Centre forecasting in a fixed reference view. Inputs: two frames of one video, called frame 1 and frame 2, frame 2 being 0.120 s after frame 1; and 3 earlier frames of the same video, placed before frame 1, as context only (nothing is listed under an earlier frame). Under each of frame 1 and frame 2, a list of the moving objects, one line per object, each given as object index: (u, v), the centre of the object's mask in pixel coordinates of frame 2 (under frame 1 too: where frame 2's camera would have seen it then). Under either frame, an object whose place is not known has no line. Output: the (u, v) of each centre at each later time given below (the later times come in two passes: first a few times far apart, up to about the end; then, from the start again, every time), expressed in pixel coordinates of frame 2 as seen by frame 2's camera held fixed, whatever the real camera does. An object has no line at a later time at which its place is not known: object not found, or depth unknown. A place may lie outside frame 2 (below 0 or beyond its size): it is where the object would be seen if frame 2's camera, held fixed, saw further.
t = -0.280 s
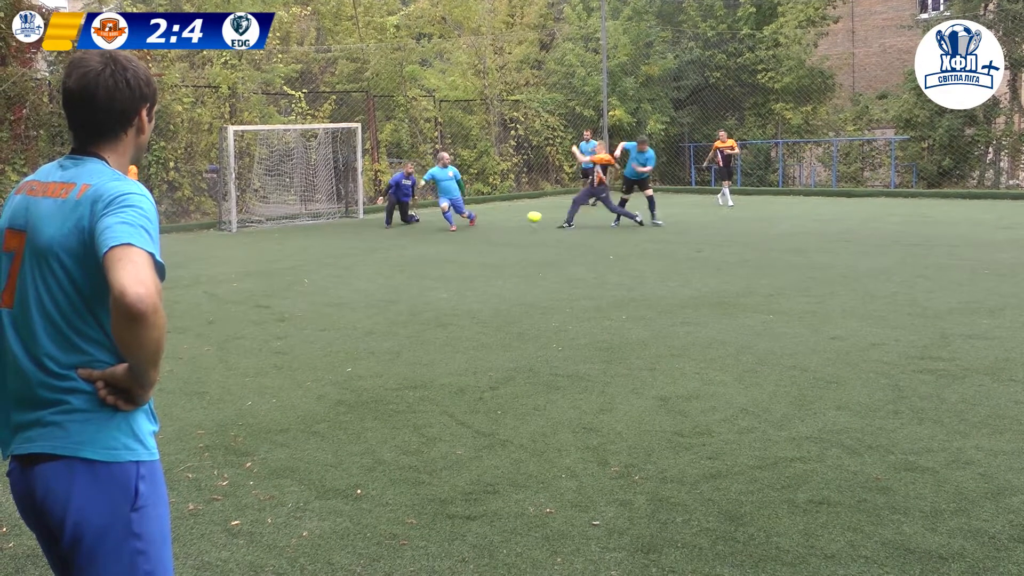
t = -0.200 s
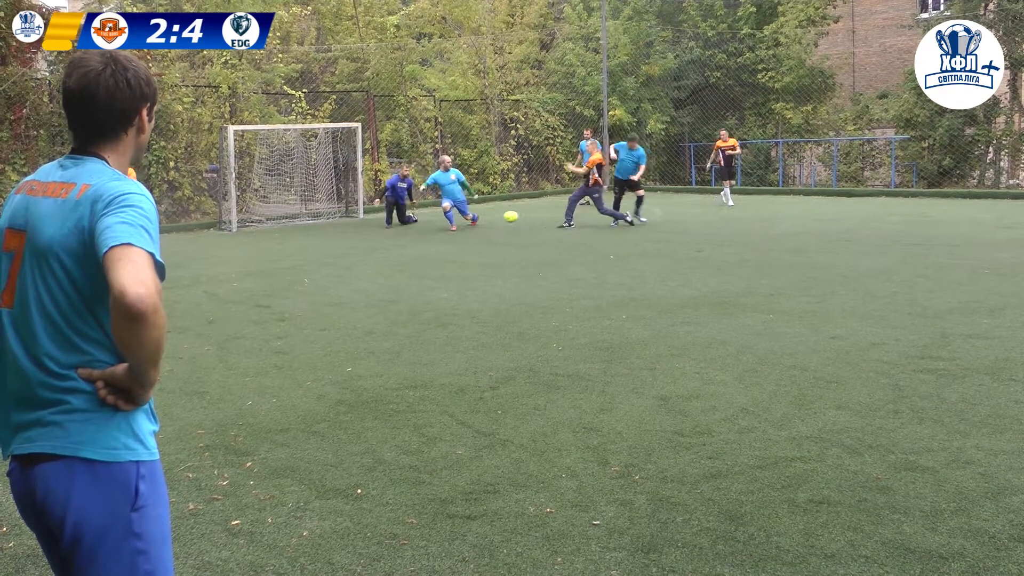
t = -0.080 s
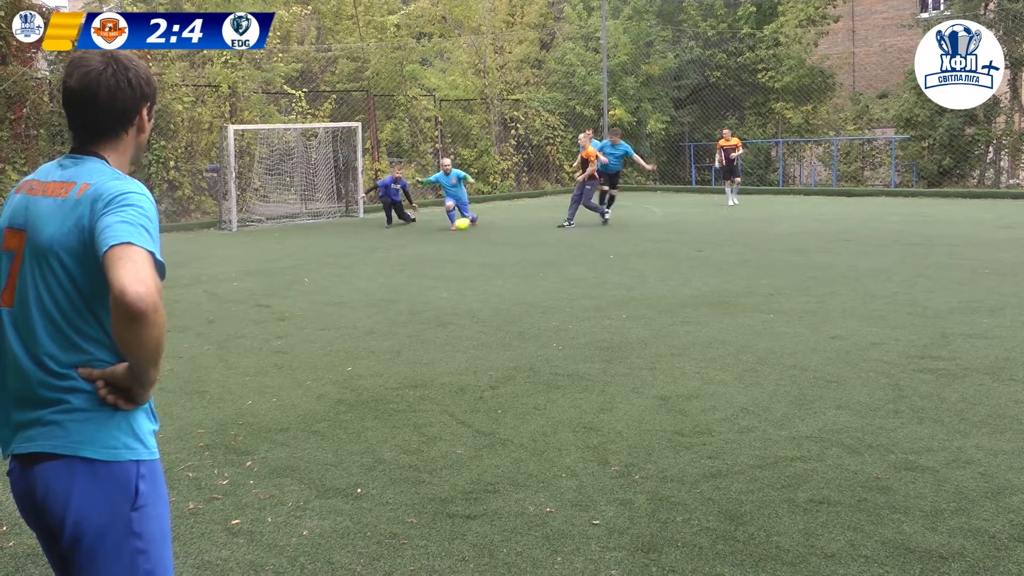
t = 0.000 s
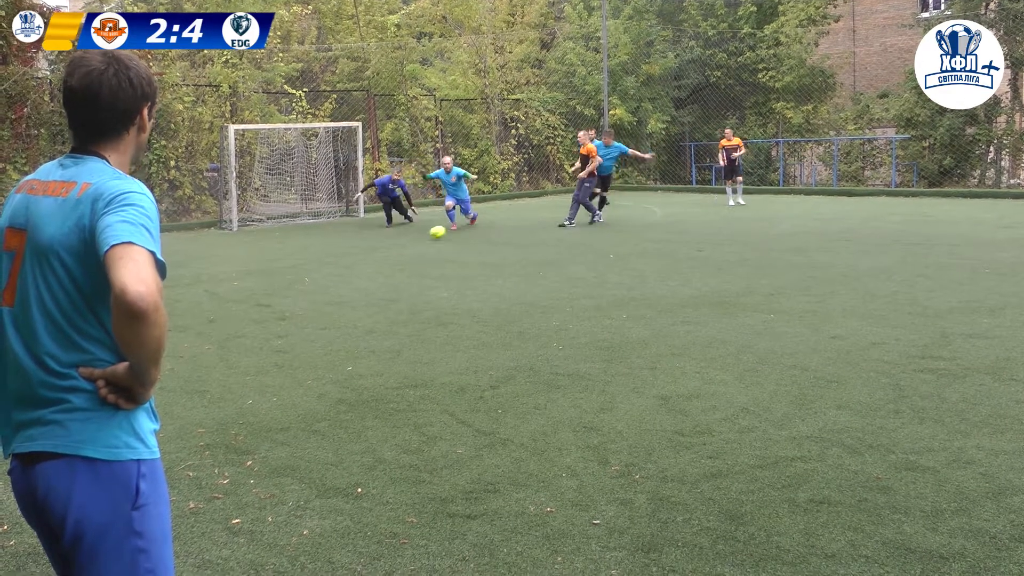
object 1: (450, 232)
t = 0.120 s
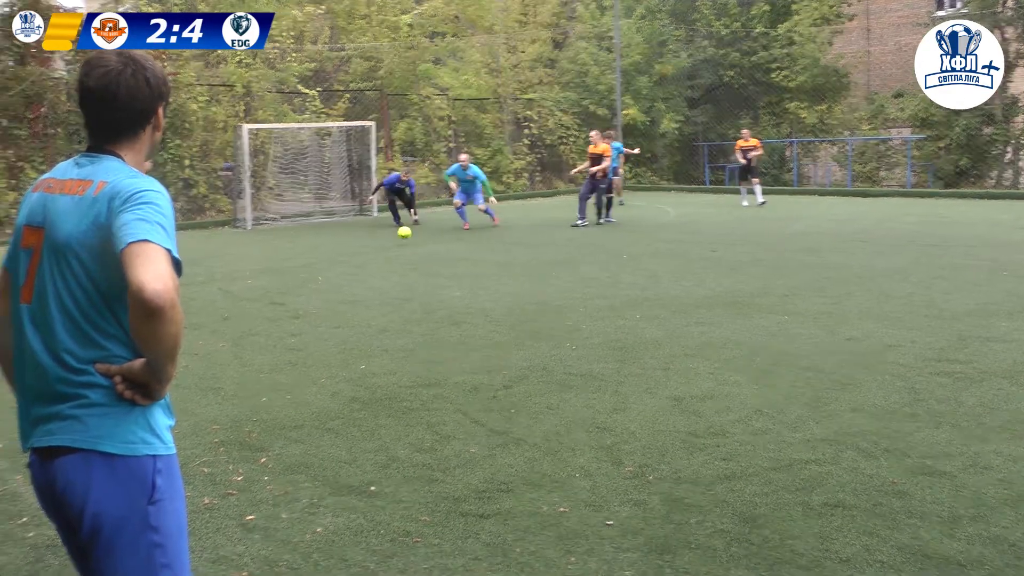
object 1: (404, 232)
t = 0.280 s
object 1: (351, 241)
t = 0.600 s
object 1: (302, 241)
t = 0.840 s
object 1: (269, 249)
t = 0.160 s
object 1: (393, 232)
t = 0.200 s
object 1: (381, 234)
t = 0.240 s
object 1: (363, 237)
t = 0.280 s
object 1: (351, 241)
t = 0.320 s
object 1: (339, 242)
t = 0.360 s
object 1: (334, 241)
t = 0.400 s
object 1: (329, 241)
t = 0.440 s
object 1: (324, 240)
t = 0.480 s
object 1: (318, 240)
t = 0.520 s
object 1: (313, 240)
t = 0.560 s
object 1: (307, 241)
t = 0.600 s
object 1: (302, 241)
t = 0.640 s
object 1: (296, 242)
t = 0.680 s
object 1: (290, 243)
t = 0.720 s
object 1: (285, 245)
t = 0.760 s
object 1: (279, 246)
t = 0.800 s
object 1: (274, 248)
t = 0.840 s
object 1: (269, 249)
